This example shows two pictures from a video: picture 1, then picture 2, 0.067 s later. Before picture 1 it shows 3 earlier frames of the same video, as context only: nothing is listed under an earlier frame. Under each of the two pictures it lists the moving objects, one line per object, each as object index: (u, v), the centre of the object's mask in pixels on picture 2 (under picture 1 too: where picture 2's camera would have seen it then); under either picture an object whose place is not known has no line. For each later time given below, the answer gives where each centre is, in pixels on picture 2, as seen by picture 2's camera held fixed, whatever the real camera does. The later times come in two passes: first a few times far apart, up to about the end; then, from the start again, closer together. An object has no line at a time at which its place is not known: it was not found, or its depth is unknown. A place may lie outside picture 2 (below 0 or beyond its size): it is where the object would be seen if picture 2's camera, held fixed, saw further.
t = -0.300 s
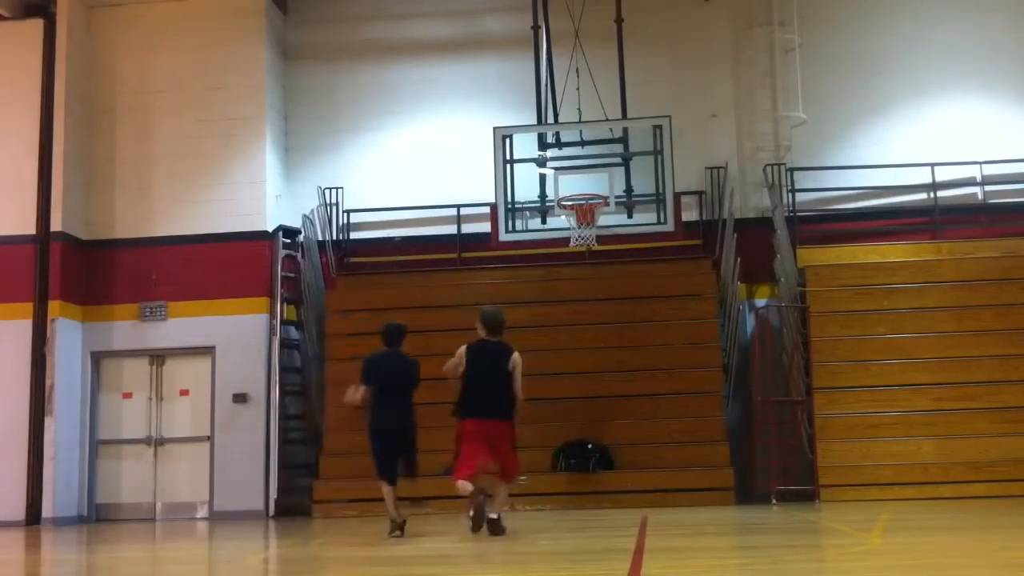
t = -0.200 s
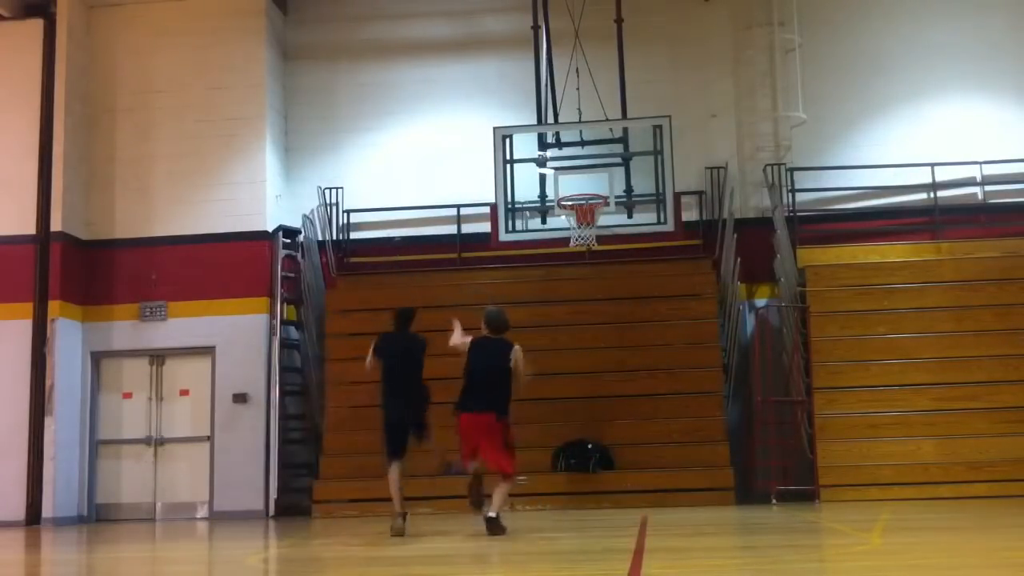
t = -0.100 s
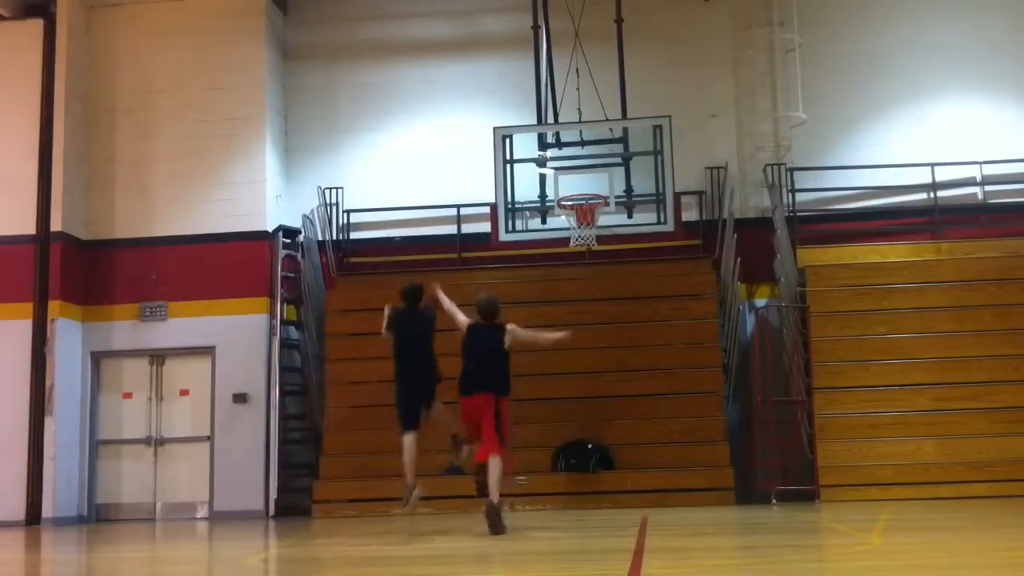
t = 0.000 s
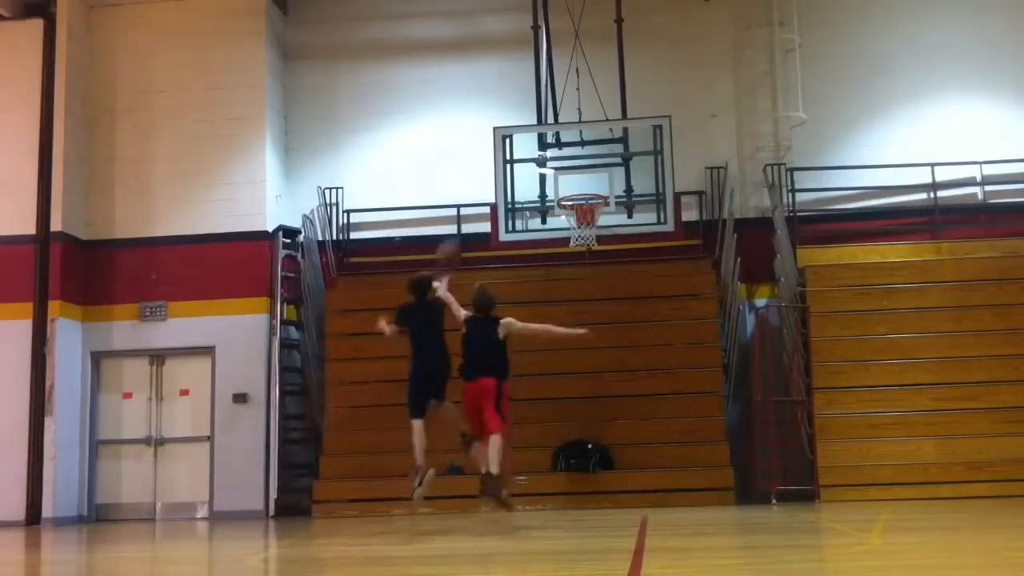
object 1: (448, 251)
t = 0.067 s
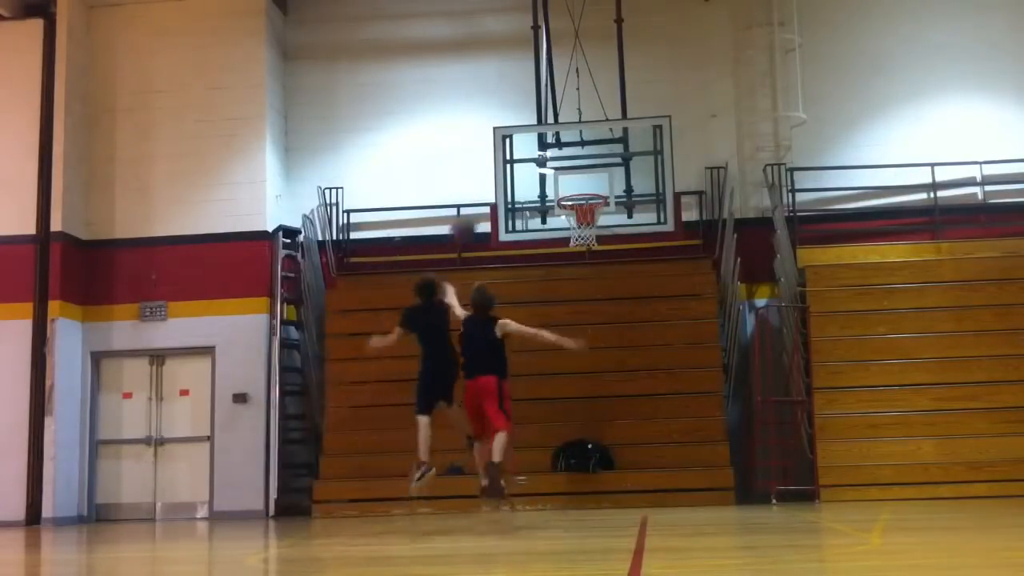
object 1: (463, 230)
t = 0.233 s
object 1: (494, 185)
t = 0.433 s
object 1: (532, 171)
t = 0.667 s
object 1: (569, 188)
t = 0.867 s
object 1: (574, 175)
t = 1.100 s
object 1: (581, 178)
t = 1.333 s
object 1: (589, 180)
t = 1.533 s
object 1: (593, 183)
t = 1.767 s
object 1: (596, 207)
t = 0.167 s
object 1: (482, 197)
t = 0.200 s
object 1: (489, 191)
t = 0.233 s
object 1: (494, 185)
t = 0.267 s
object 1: (501, 179)
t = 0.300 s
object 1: (508, 176)
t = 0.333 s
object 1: (514, 173)
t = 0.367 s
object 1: (520, 172)
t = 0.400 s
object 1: (526, 171)
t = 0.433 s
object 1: (532, 171)
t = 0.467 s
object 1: (538, 173)
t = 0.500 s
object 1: (544, 176)
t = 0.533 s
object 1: (551, 179)
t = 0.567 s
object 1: (557, 185)
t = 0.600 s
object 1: (561, 190)
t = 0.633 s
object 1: (566, 194)
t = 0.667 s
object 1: (569, 188)
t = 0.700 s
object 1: (571, 185)
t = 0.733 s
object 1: (571, 181)
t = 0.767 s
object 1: (572, 178)
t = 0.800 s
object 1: (572, 176)
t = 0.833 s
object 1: (573, 175)
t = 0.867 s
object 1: (574, 175)
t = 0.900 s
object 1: (574, 176)
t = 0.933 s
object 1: (575, 177)
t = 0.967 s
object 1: (576, 181)
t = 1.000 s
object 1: (577, 182)
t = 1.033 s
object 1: (579, 180)
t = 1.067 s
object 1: (580, 179)
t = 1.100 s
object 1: (581, 178)
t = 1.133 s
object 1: (583, 179)
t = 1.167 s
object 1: (584, 180)
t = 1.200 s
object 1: (585, 182)
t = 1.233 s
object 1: (587, 181)
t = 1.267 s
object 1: (587, 179)
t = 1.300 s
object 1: (589, 179)
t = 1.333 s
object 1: (589, 180)
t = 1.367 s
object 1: (591, 181)
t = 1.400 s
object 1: (592, 182)
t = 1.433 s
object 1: (592, 182)
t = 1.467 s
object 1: (593, 183)
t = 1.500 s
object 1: (593, 183)
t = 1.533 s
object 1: (593, 183)
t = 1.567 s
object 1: (593, 185)
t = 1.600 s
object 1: (593, 187)
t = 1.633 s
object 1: (593, 190)
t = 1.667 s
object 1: (592, 193)
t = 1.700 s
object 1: (592, 197)
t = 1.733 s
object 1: (594, 202)
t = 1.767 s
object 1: (596, 207)
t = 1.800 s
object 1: (595, 216)
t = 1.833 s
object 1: (595, 223)
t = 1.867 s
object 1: (593, 224)
